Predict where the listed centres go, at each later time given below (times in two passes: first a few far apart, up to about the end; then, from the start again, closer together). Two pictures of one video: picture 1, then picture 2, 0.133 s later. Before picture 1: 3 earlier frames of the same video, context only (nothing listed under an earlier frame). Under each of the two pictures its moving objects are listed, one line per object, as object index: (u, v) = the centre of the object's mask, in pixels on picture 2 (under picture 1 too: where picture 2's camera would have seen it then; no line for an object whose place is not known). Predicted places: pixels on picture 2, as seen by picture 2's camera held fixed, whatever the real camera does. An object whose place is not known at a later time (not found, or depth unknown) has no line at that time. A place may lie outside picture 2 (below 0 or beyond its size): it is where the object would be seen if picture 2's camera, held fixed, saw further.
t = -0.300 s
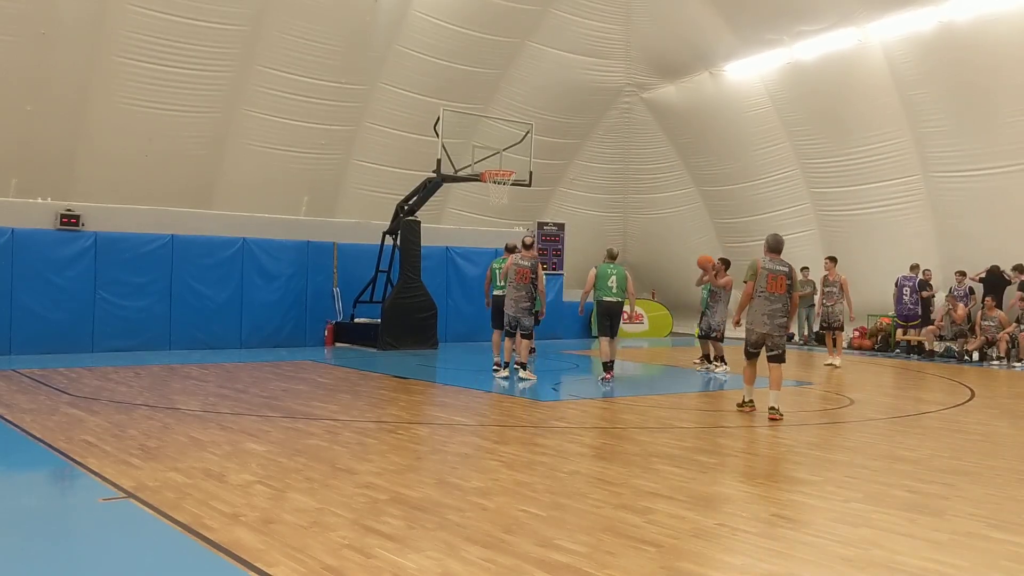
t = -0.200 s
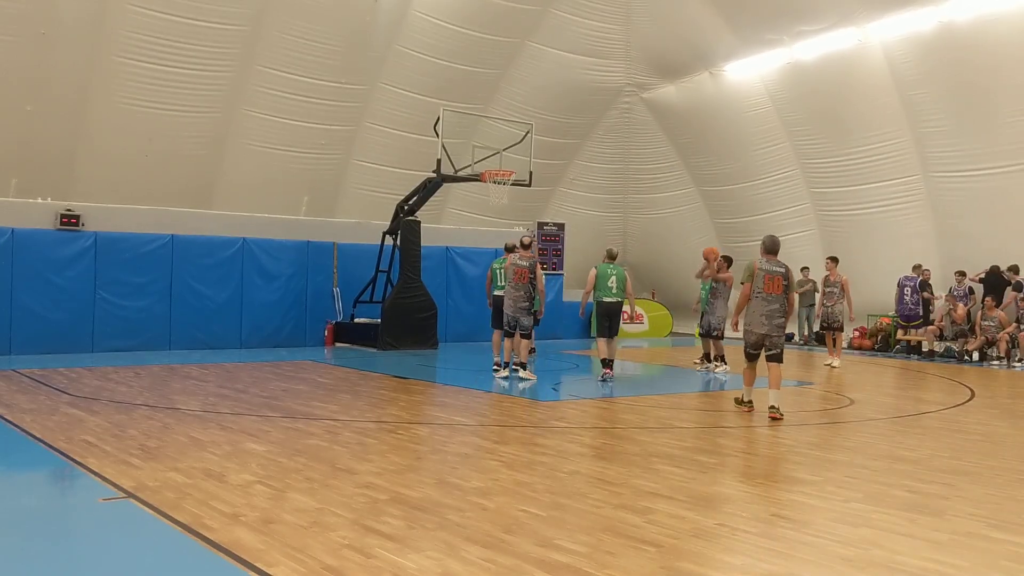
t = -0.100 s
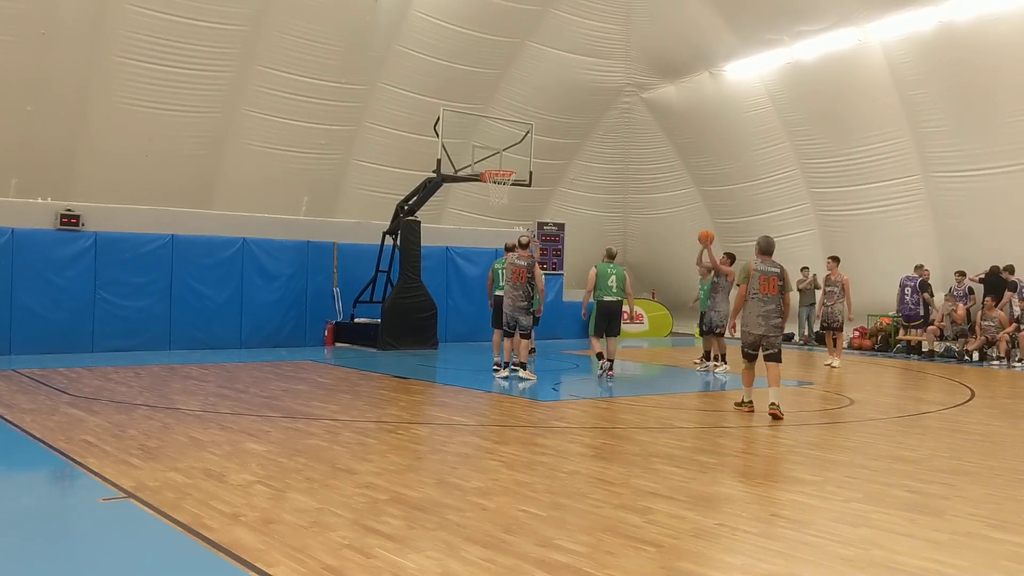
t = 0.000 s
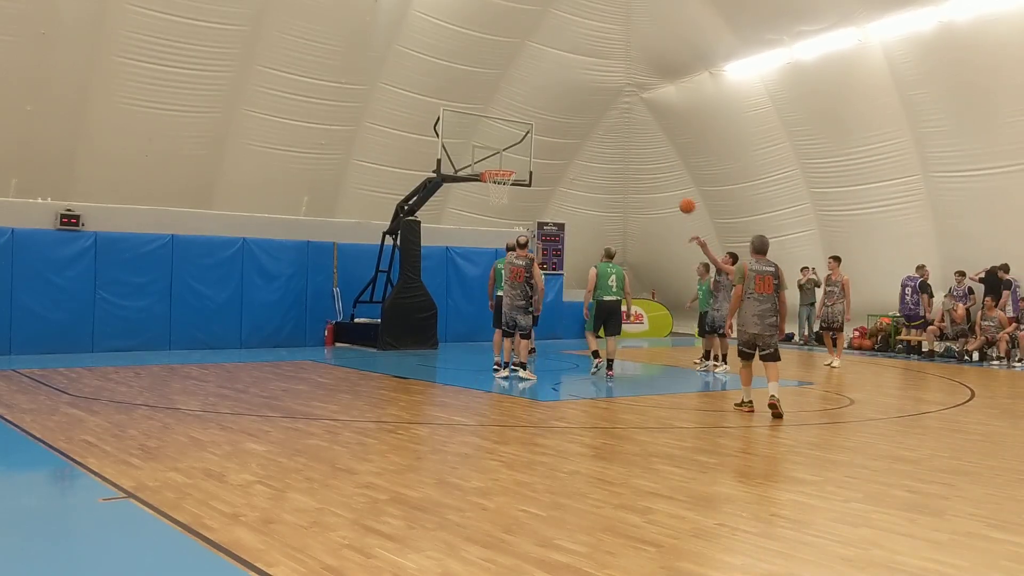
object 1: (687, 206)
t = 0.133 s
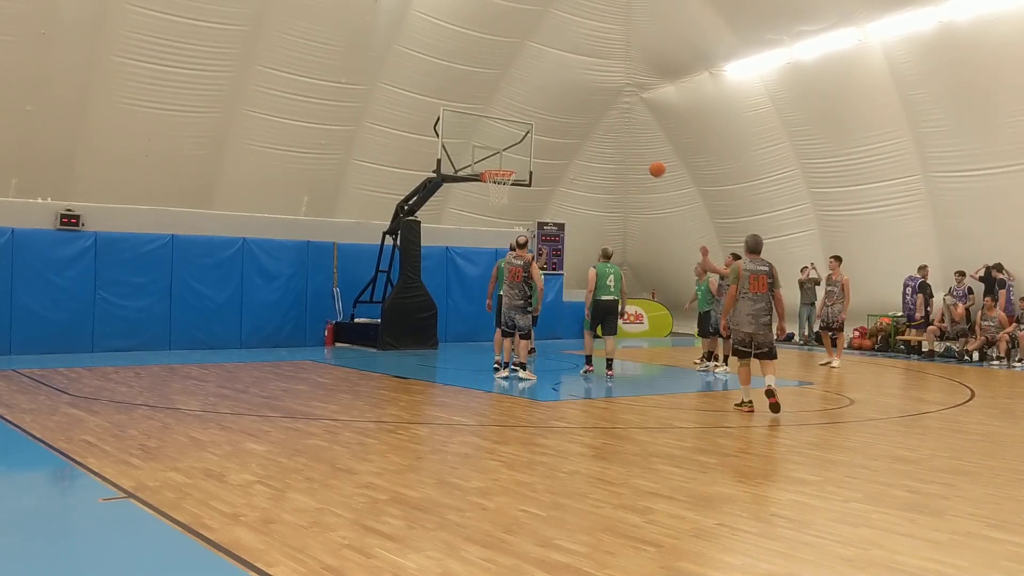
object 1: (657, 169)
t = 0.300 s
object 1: (620, 140)
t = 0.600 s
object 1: (554, 129)
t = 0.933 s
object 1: (505, 177)
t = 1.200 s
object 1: (512, 193)
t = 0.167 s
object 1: (649, 162)
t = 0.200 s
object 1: (642, 155)
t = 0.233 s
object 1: (635, 149)
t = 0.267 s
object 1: (627, 144)
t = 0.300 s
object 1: (620, 140)
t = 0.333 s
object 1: (613, 135)
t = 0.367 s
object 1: (605, 132)
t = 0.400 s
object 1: (598, 130)
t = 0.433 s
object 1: (590, 128)
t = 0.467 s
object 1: (583, 127)
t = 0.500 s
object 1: (576, 127)
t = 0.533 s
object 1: (569, 127)
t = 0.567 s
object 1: (561, 128)
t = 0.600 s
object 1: (554, 129)
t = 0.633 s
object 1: (546, 132)
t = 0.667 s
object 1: (539, 135)
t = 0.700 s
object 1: (532, 138)
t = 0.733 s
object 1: (524, 143)
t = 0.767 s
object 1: (517, 148)
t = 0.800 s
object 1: (510, 154)
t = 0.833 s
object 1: (503, 161)
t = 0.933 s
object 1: (505, 177)
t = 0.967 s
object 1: (510, 180)
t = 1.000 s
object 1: (512, 181)
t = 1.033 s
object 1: (513, 183)
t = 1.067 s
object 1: (514, 184)
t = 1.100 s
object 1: (514, 186)
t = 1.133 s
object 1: (514, 187)
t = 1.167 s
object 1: (513, 190)
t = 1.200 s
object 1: (512, 193)
